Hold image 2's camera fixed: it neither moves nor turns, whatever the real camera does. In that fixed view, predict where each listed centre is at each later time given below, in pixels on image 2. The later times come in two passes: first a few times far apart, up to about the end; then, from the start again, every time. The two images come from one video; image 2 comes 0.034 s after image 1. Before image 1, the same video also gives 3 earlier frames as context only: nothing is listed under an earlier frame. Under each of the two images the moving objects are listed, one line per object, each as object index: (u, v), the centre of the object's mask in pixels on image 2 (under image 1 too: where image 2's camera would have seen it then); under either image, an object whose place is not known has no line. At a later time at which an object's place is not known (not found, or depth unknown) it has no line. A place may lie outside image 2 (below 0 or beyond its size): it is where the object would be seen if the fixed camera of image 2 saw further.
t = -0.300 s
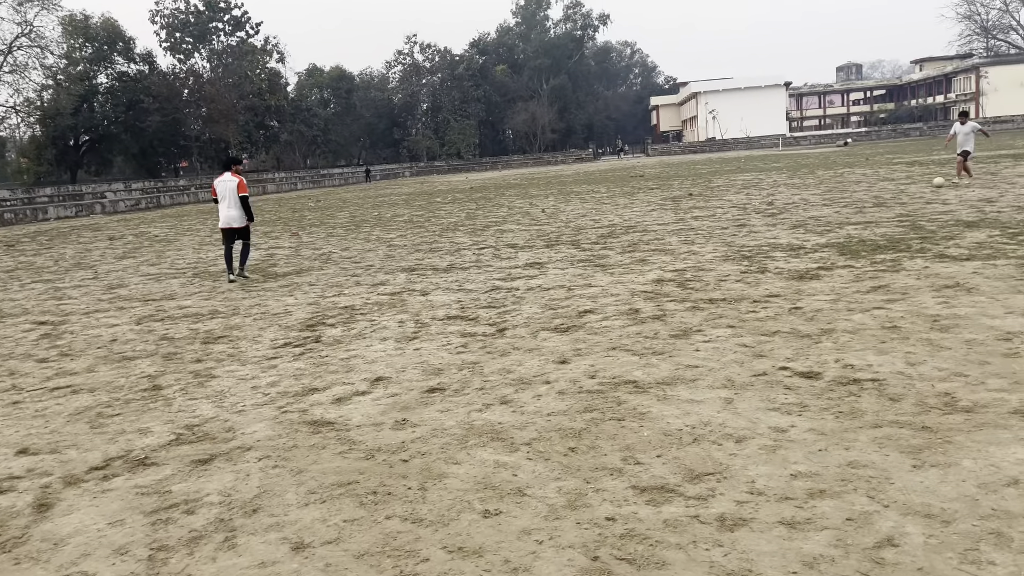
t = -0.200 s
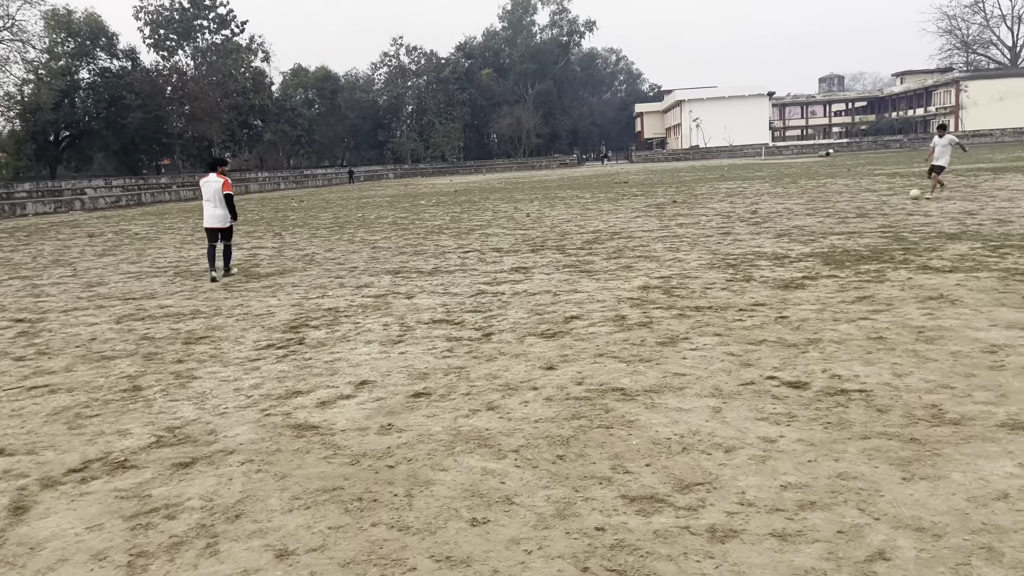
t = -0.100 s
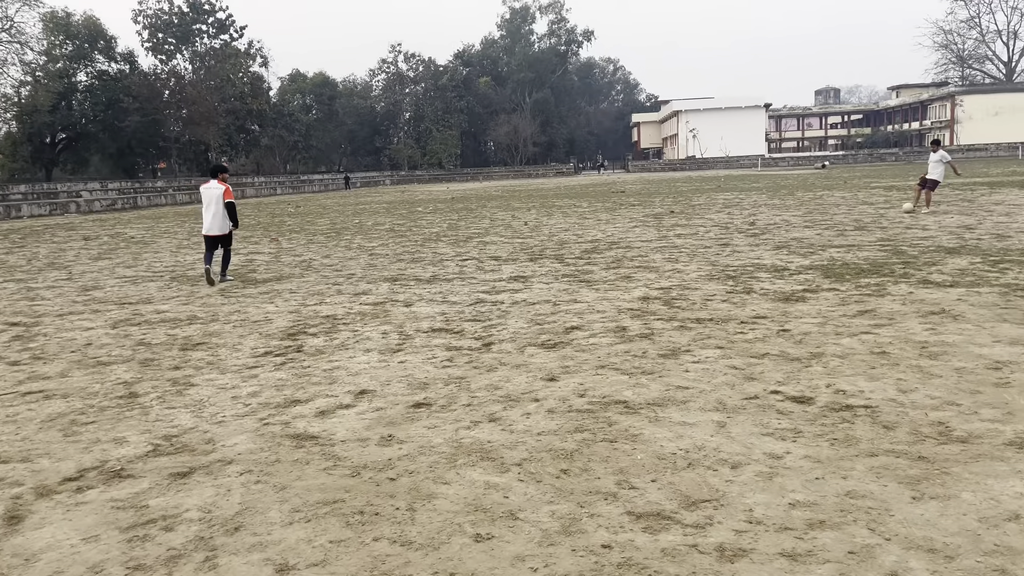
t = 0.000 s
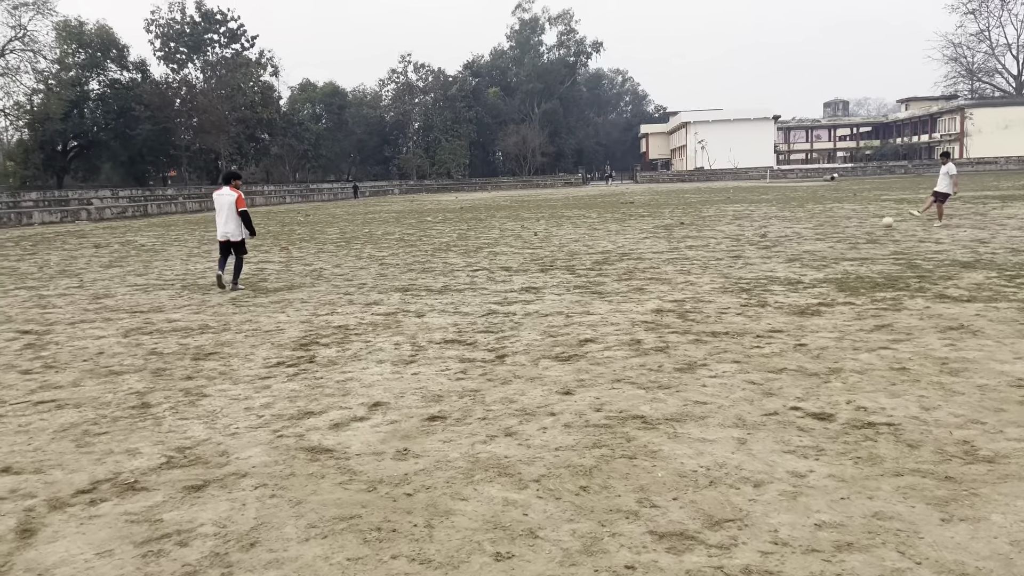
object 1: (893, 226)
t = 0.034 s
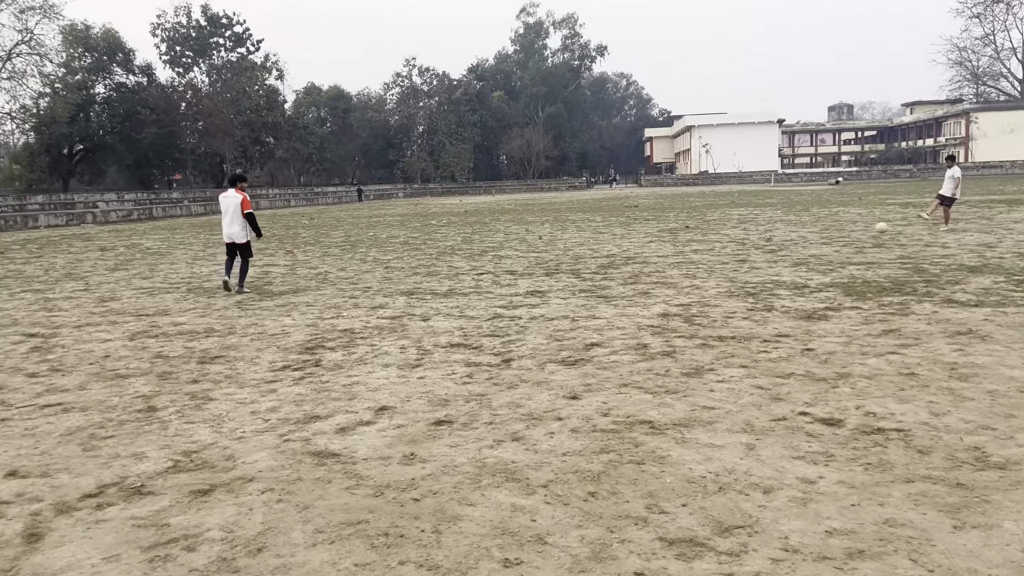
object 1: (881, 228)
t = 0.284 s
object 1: (794, 235)
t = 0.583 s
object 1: (698, 243)
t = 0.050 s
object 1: (876, 229)
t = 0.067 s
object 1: (870, 230)
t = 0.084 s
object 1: (863, 231)
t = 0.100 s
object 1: (857, 232)
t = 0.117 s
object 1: (852, 233)
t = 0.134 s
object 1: (845, 233)
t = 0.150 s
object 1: (840, 232)
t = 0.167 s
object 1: (834, 232)
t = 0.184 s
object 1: (829, 232)
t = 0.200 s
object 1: (823, 232)
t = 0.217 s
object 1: (818, 233)
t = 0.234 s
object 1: (812, 233)
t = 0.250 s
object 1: (806, 234)
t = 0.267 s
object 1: (801, 234)
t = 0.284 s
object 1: (794, 235)
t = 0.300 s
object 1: (789, 236)
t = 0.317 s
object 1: (783, 237)
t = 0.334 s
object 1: (776, 239)
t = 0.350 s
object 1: (770, 241)
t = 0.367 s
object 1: (764, 243)
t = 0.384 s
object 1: (758, 244)
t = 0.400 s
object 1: (754, 244)
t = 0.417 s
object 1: (748, 243)
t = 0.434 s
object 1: (744, 242)
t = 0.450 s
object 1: (739, 242)
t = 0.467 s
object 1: (734, 241)
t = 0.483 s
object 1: (729, 241)
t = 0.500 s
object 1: (724, 241)
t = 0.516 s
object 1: (719, 241)
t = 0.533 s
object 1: (714, 241)
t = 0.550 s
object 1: (708, 242)
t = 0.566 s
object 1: (703, 242)
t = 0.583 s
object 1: (698, 243)
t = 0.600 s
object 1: (693, 244)
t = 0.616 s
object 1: (687, 246)
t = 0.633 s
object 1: (681, 247)
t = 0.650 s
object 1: (676, 249)
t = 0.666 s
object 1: (670, 250)
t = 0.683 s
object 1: (664, 252)
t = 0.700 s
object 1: (658, 255)
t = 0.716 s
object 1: (652, 256)
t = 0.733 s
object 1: (647, 256)
